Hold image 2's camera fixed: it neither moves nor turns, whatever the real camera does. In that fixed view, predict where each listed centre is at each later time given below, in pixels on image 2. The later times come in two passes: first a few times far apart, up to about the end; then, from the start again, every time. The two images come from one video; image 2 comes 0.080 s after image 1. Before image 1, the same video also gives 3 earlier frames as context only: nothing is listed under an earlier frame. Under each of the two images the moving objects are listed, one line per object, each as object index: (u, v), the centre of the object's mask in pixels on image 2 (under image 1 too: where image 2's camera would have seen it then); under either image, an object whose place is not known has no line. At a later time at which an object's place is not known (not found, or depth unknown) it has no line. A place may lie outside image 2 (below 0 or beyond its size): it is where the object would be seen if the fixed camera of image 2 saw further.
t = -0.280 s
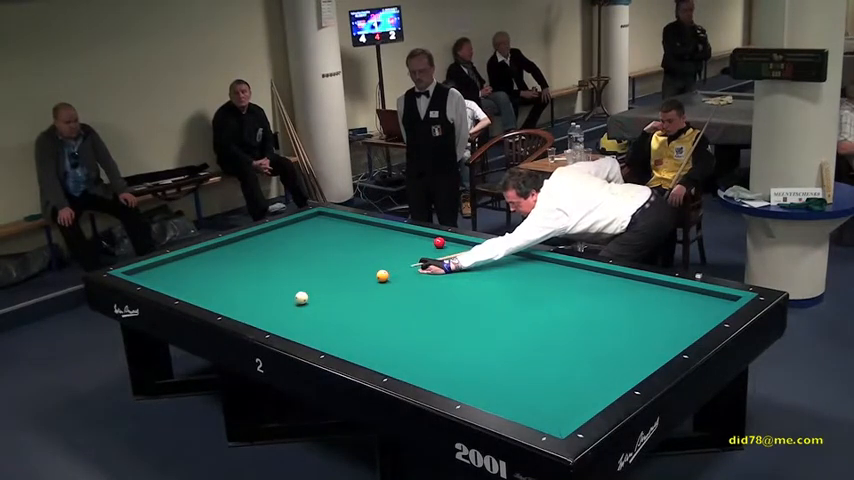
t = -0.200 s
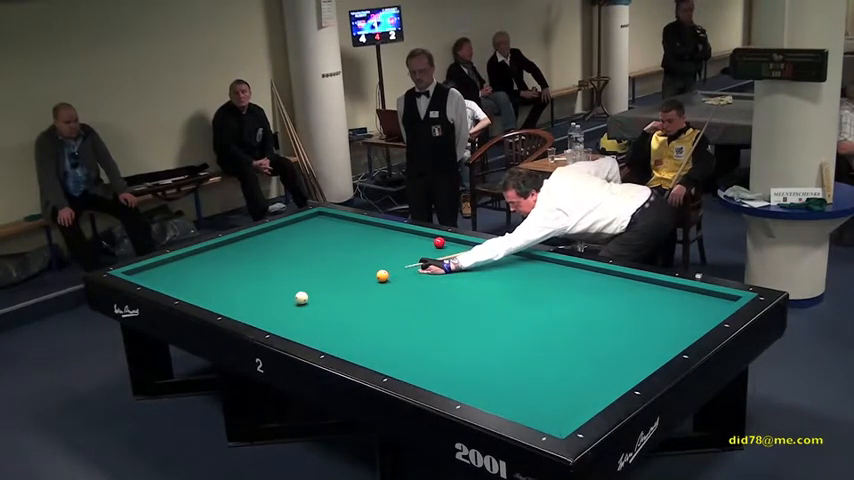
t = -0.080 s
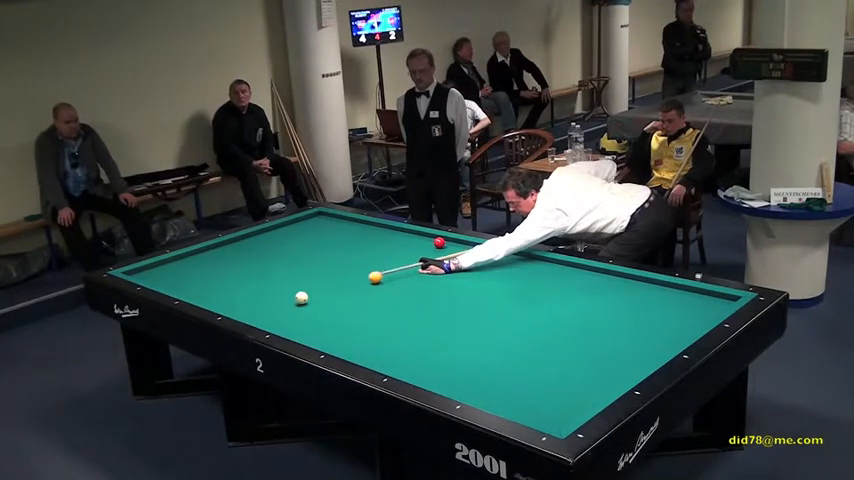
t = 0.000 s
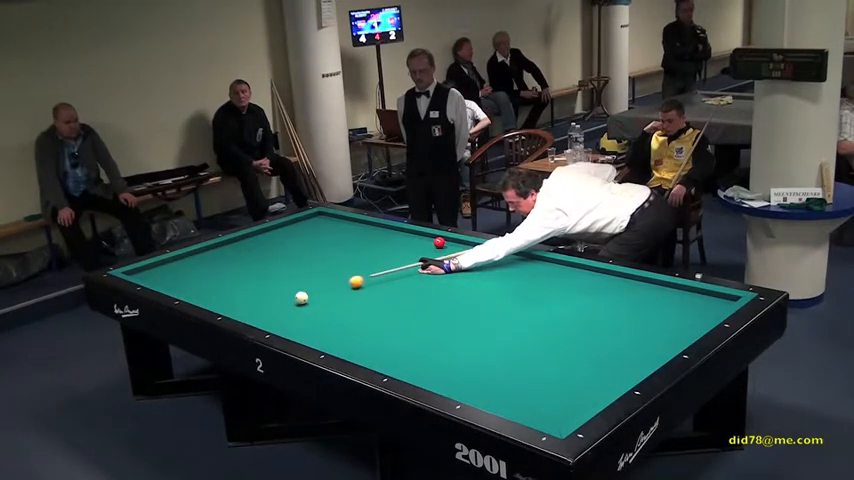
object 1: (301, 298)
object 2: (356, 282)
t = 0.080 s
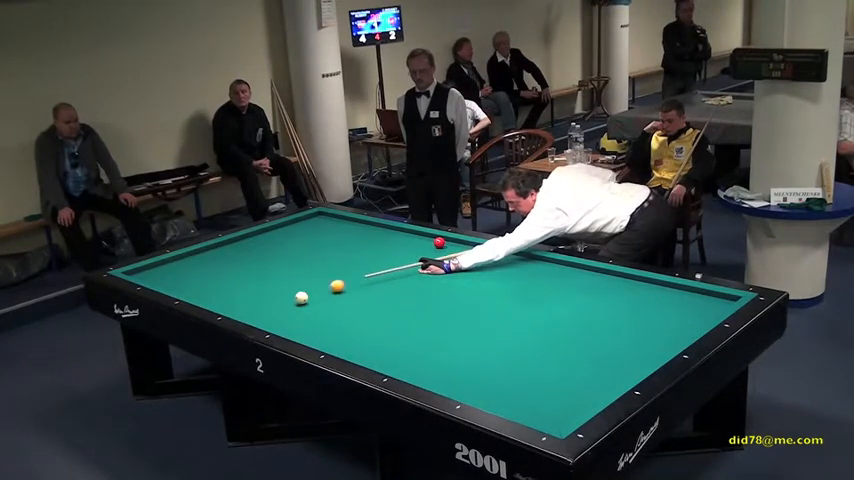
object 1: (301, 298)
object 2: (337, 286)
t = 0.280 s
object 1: (296, 302)
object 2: (292, 292)
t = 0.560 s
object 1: (283, 315)
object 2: (240, 296)
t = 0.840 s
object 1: (275, 323)
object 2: (195, 294)
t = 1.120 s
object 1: (292, 321)
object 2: (191, 283)
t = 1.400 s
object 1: (309, 318)
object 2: (188, 272)
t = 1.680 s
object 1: (325, 315)
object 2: (185, 261)
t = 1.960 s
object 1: (340, 312)
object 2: (193, 255)
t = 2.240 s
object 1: (354, 310)
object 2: (219, 252)
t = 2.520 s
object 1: (368, 308)
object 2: (244, 250)
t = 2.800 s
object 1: (380, 305)
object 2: (268, 248)
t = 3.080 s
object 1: (391, 303)
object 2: (292, 245)
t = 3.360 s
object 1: (402, 301)
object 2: (314, 243)
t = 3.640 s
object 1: (412, 300)
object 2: (336, 241)
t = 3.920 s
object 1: (421, 298)
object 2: (357, 240)
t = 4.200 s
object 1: (430, 296)
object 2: (378, 238)
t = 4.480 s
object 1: (437, 295)
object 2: (397, 236)
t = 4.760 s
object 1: (444, 294)
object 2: (416, 234)
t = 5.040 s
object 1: (451, 293)
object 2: (422, 237)
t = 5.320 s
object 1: (456, 292)
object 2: (423, 240)
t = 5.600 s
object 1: (461, 291)
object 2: (425, 243)
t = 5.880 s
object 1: (465, 290)
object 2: (426, 247)
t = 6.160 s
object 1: (468, 290)
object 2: (428, 250)
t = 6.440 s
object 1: (471, 289)
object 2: (429, 253)
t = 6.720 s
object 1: (473, 289)
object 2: (430, 256)
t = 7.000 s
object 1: (474, 289)
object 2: (431, 259)
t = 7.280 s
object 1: (475, 288)
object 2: (431, 262)
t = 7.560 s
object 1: (475, 289)
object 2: (432, 264)
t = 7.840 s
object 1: (475, 289)
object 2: (432, 267)
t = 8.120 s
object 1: (475, 289)
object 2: (432, 269)
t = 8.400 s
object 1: (475, 289)
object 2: (433, 271)
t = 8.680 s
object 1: (475, 288)
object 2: (433, 273)
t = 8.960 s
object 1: (475, 289)
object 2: (432, 275)
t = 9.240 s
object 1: (475, 289)
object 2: (432, 276)
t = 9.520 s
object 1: (475, 289)
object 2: (432, 277)
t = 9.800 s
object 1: (475, 288)
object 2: (432, 278)
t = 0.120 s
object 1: (301, 298)
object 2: (327, 288)
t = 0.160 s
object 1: (301, 298)
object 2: (317, 290)
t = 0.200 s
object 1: (301, 298)
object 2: (309, 291)
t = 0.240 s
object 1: (299, 300)
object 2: (300, 291)
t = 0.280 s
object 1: (296, 302)
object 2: (292, 292)
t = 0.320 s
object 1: (294, 304)
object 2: (285, 293)
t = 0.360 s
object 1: (292, 306)
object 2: (277, 294)
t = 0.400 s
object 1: (290, 308)
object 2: (270, 294)
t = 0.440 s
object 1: (288, 309)
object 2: (262, 295)
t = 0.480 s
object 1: (286, 311)
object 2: (255, 295)
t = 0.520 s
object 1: (285, 313)
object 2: (247, 295)
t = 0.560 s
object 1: (283, 315)
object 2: (240, 296)
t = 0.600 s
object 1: (281, 316)
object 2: (232, 296)
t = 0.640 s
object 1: (279, 318)
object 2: (225, 296)
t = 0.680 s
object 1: (277, 319)
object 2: (218, 297)
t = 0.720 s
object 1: (275, 321)
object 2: (211, 297)
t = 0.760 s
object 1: (273, 322)
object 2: (203, 297)
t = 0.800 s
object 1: (272, 323)
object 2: (196, 296)
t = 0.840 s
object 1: (275, 323)
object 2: (195, 294)
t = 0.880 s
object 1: (277, 323)
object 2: (195, 293)
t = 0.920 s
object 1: (280, 323)
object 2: (194, 292)
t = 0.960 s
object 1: (282, 323)
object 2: (193, 290)
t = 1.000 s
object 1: (285, 322)
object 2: (193, 288)
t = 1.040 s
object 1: (287, 322)
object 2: (192, 286)
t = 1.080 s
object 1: (290, 321)
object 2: (192, 285)
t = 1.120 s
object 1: (292, 321)
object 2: (191, 283)
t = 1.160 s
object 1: (295, 320)
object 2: (191, 281)
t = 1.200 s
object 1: (297, 320)
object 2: (190, 280)
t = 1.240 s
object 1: (300, 320)
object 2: (190, 278)
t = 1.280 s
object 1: (302, 319)
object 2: (189, 276)
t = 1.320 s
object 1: (304, 319)
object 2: (189, 275)
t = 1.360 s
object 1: (307, 318)
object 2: (188, 273)
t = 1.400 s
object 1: (309, 318)
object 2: (188, 272)
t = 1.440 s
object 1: (312, 318)
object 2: (187, 270)
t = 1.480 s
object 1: (314, 317)
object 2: (187, 268)
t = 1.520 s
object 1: (316, 317)
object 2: (186, 267)
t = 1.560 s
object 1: (319, 316)
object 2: (186, 266)
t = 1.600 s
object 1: (321, 316)
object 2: (185, 264)
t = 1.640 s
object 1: (323, 316)
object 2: (185, 263)
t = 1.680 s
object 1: (325, 315)
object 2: (185, 261)
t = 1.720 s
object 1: (328, 315)
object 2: (184, 260)
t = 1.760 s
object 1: (329, 314)
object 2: (184, 259)
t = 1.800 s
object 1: (332, 314)
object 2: (183, 257)
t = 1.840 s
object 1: (334, 313)
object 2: (183, 256)
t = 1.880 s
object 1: (336, 313)
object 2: (185, 255)
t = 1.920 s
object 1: (338, 313)
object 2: (189, 255)
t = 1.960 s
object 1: (340, 312)
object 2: (193, 255)
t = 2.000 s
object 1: (342, 312)
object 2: (197, 254)
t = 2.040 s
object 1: (344, 311)
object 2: (201, 254)
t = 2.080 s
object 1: (346, 311)
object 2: (205, 253)
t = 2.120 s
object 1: (348, 311)
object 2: (208, 253)
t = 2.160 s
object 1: (351, 311)
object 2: (212, 252)
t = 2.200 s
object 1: (352, 310)
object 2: (215, 252)
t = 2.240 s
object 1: (354, 310)
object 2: (219, 252)
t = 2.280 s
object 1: (356, 310)
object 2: (223, 252)
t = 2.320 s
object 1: (358, 309)
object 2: (226, 251)
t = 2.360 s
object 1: (360, 309)
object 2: (230, 251)
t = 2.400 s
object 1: (362, 308)
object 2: (233, 251)
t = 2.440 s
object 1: (364, 308)
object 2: (237, 250)
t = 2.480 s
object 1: (366, 308)
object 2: (240, 250)
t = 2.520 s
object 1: (368, 308)
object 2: (244, 250)
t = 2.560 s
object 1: (369, 307)
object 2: (248, 250)
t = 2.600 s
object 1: (371, 307)
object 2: (251, 249)
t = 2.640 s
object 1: (373, 307)
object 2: (254, 249)
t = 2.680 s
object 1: (374, 306)
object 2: (258, 248)
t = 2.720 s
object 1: (376, 306)
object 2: (261, 248)
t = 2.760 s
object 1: (378, 306)
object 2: (265, 248)
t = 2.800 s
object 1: (380, 305)
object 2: (268, 248)
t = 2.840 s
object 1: (382, 305)
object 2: (271, 247)
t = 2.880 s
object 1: (383, 305)
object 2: (275, 247)
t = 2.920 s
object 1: (385, 304)
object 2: (278, 247)
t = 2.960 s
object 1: (386, 304)
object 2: (281, 246)
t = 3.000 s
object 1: (388, 304)
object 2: (285, 246)
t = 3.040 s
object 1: (390, 304)
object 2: (288, 246)
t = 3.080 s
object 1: (391, 303)
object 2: (292, 245)
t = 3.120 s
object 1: (393, 303)
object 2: (295, 245)
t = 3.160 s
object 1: (394, 303)
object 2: (298, 245)
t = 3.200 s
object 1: (396, 303)
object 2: (301, 245)
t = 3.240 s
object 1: (397, 302)
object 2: (304, 244)
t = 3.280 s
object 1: (399, 302)
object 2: (308, 244)
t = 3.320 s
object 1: (400, 302)
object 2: (311, 244)
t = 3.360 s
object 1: (402, 301)
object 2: (314, 243)
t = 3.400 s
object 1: (403, 301)
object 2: (317, 243)
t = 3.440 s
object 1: (405, 301)
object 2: (321, 243)
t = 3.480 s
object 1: (406, 301)
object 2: (324, 242)
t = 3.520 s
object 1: (408, 300)
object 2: (327, 242)
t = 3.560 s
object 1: (409, 300)
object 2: (330, 242)
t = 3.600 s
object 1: (411, 300)
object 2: (333, 242)
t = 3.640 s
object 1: (412, 300)
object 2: (336, 241)
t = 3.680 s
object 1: (413, 299)
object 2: (339, 241)
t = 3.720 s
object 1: (415, 299)
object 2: (342, 241)
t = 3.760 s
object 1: (416, 299)
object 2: (345, 241)
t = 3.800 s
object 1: (417, 299)
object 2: (348, 240)
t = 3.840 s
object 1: (419, 298)
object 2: (351, 240)
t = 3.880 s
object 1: (420, 298)
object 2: (354, 240)
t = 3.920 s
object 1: (421, 298)
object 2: (357, 240)
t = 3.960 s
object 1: (422, 298)
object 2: (360, 239)
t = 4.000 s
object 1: (423, 298)
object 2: (363, 239)
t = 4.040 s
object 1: (425, 297)
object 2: (366, 239)
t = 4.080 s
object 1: (426, 297)
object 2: (369, 238)
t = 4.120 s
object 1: (427, 297)
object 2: (372, 238)
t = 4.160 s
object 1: (428, 297)
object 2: (374, 238)
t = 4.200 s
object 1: (430, 296)
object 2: (378, 238)
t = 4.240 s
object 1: (431, 296)
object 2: (380, 237)
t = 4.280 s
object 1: (432, 296)
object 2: (383, 237)
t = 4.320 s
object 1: (433, 296)
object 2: (386, 237)
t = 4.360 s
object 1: (434, 296)
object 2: (389, 236)
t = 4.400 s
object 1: (435, 296)
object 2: (391, 236)
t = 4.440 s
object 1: (436, 295)
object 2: (394, 236)
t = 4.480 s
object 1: (437, 295)
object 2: (397, 236)
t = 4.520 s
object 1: (438, 295)
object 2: (400, 236)
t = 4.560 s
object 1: (439, 295)
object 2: (403, 235)
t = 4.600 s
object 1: (440, 295)
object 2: (405, 235)
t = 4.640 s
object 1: (441, 295)
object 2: (408, 235)
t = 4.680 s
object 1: (442, 294)
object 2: (410, 234)
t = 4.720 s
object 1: (443, 294)
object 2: (413, 234)
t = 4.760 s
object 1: (444, 294)
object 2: (416, 234)
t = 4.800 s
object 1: (445, 294)
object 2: (418, 234)
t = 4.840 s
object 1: (446, 294)
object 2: (421, 234)
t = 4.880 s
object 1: (447, 294)
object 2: (421, 234)
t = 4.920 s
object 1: (448, 293)
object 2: (421, 235)
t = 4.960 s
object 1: (449, 293)
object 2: (421, 235)
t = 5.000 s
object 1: (450, 293)
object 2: (421, 235)
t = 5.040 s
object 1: (451, 293)
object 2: (422, 237)
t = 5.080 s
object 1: (452, 293)
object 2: (422, 237)
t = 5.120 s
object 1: (452, 292)
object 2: (422, 237)
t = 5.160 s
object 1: (453, 292)
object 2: (422, 238)
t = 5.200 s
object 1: (454, 292)
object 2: (422, 238)
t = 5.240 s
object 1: (454, 292)
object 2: (423, 239)
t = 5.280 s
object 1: (455, 292)
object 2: (423, 239)
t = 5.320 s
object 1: (456, 292)
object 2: (423, 240)
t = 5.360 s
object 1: (457, 292)
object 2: (424, 240)
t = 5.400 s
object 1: (457, 292)
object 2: (423, 241)
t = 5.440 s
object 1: (458, 292)
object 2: (424, 241)
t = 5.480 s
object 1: (459, 291)
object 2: (424, 242)
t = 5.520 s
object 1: (460, 291)
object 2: (424, 242)
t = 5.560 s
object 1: (460, 291)
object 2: (424, 242)
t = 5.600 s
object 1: (461, 291)
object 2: (425, 243)
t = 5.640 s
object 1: (462, 291)
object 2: (425, 244)
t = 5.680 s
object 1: (462, 291)
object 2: (425, 244)
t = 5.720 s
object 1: (463, 291)
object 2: (426, 245)
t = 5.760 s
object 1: (463, 291)
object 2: (426, 245)
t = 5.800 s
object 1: (464, 291)
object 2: (426, 246)
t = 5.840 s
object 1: (464, 290)
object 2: (426, 246)
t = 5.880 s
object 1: (465, 290)
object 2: (426, 247)
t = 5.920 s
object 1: (465, 290)
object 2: (426, 247)
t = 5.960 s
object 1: (466, 290)
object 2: (426, 247)
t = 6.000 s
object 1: (467, 290)
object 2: (427, 248)
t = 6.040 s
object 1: (467, 290)
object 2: (427, 249)
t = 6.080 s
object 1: (467, 290)
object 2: (427, 249)
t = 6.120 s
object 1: (468, 290)
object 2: (427, 249)
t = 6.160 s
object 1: (468, 290)
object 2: (428, 250)
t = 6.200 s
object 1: (469, 290)
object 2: (428, 250)
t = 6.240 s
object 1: (469, 289)
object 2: (428, 251)
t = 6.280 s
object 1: (470, 289)
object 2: (429, 251)
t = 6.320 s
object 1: (470, 290)
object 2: (429, 252)
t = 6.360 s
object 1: (470, 290)
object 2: (428, 252)
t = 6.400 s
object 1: (471, 289)
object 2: (429, 252)
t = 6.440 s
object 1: (471, 289)
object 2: (429, 253)
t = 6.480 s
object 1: (471, 289)
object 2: (429, 253)
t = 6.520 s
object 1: (472, 289)
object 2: (429, 254)
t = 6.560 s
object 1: (472, 289)
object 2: (429, 254)
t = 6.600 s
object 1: (472, 289)
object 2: (429, 255)
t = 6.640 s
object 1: (473, 289)
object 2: (429, 255)
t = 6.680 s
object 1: (473, 289)
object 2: (430, 255)
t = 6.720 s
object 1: (473, 289)
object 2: (430, 256)
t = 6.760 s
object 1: (473, 289)
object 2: (430, 256)
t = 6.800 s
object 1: (473, 289)
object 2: (430, 257)
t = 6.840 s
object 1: (474, 289)
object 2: (430, 257)
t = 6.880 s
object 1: (474, 289)
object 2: (430, 258)
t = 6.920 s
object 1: (474, 289)
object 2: (430, 258)
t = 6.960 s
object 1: (474, 289)
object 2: (430, 258)
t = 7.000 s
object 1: (474, 289)
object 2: (431, 259)
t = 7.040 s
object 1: (474, 289)
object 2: (431, 259)
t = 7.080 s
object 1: (475, 289)
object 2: (431, 259)
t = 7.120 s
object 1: (475, 289)
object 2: (431, 260)
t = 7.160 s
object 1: (475, 289)
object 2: (431, 260)
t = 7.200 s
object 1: (475, 289)
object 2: (431, 261)
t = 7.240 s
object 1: (475, 289)
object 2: (431, 261)
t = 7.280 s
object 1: (475, 288)
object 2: (431, 262)
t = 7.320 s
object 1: (475, 289)
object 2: (431, 262)
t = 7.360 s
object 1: (475, 289)
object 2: (431, 262)
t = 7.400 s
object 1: (475, 289)
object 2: (431, 263)
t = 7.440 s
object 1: (475, 289)
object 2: (432, 263)
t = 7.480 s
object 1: (475, 289)
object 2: (431, 264)
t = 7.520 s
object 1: (475, 289)
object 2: (432, 264)
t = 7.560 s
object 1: (475, 289)
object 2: (432, 264)
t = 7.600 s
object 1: (475, 289)
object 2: (432, 265)
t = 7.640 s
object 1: (475, 289)
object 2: (432, 265)
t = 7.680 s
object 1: (475, 289)
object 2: (432, 265)
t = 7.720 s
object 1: (475, 288)
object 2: (432, 266)
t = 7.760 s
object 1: (475, 288)
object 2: (432, 266)
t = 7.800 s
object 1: (475, 289)
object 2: (432, 266)
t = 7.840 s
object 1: (475, 289)
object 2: (432, 267)
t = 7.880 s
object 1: (475, 289)
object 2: (432, 267)
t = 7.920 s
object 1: (475, 289)
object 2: (432, 267)
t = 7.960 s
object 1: (475, 289)
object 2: (432, 268)
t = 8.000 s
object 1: (475, 289)
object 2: (432, 268)
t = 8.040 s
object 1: (475, 288)
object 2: (432, 268)
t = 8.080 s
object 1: (475, 289)
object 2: (432, 269)
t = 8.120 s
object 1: (475, 289)
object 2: (432, 269)
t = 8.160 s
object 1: (475, 289)
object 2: (433, 269)
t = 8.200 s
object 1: (475, 289)
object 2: (433, 270)
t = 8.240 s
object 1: (475, 289)
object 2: (433, 270)
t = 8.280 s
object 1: (475, 289)
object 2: (433, 270)
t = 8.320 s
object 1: (475, 288)
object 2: (433, 270)
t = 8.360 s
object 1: (475, 289)
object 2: (433, 271)
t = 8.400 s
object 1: (475, 289)
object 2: (433, 271)
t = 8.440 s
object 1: (475, 289)
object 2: (433, 271)
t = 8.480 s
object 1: (475, 289)
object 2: (433, 272)
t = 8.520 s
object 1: (475, 288)
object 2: (433, 272)
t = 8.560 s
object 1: (475, 288)
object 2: (433, 272)
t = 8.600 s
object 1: (475, 289)
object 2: (433, 272)
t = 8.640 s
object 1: (475, 289)
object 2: (433, 272)
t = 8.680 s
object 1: (475, 288)
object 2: (433, 273)
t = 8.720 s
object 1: (475, 289)
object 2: (432, 273)
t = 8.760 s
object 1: (475, 289)
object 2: (433, 273)
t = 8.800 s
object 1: (475, 289)
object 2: (433, 274)
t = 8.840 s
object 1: (475, 288)
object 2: (433, 274)
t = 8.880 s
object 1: (475, 289)
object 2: (433, 274)
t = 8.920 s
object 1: (475, 289)
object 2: (433, 274)
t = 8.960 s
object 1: (475, 289)
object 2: (432, 275)
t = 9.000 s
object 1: (475, 288)
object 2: (432, 275)
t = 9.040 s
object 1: (475, 289)
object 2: (432, 275)
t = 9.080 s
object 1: (475, 289)
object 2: (432, 275)
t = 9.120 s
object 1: (475, 289)
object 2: (432, 275)
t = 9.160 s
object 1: (475, 289)
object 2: (432, 276)
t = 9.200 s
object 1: (475, 289)
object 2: (432, 276)
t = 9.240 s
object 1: (475, 289)
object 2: (432, 276)
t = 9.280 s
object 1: (475, 288)
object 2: (432, 276)
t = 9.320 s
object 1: (475, 288)
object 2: (432, 276)
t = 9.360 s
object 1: (475, 289)
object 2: (432, 276)
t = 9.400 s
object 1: (475, 288)
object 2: (432, 277)
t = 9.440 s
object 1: (475, 288)
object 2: (432, 277)
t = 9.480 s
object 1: (475, 289)
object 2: (432, 277)
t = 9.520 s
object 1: (475, 289)
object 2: (432, 277)
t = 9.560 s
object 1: (475, 289)
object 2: (432, 277)
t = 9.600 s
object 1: (475, 289)
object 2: (432, 278)
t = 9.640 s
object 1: (475, 289)
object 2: (432, 278)
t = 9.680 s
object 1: (475, 289)
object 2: (432, 278)
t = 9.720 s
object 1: (475, 289)
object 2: (432, 278)
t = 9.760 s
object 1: (475, 289)
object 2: (432, 278)
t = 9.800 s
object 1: (475, 288)
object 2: (432, 278)
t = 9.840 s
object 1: (475, 288)
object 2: (432, 278)
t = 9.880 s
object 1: (475, 288)
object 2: (432, 279)
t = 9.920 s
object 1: (475, 289)
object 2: (432, 279)
